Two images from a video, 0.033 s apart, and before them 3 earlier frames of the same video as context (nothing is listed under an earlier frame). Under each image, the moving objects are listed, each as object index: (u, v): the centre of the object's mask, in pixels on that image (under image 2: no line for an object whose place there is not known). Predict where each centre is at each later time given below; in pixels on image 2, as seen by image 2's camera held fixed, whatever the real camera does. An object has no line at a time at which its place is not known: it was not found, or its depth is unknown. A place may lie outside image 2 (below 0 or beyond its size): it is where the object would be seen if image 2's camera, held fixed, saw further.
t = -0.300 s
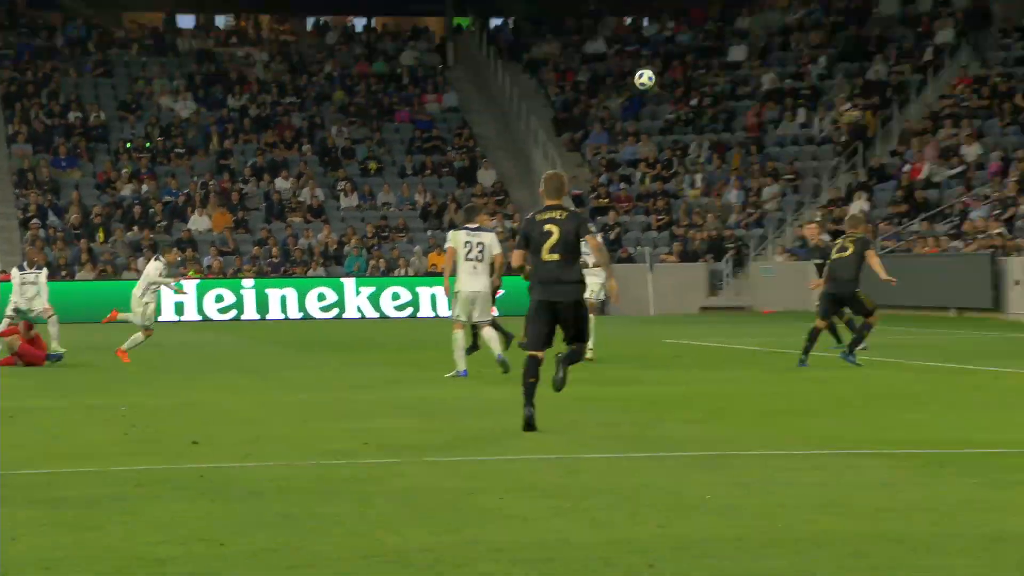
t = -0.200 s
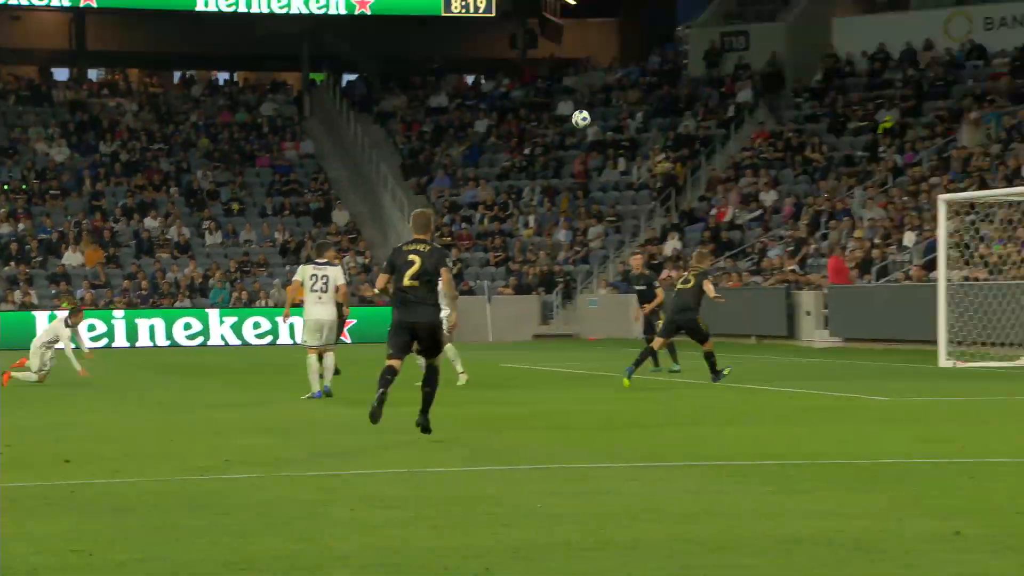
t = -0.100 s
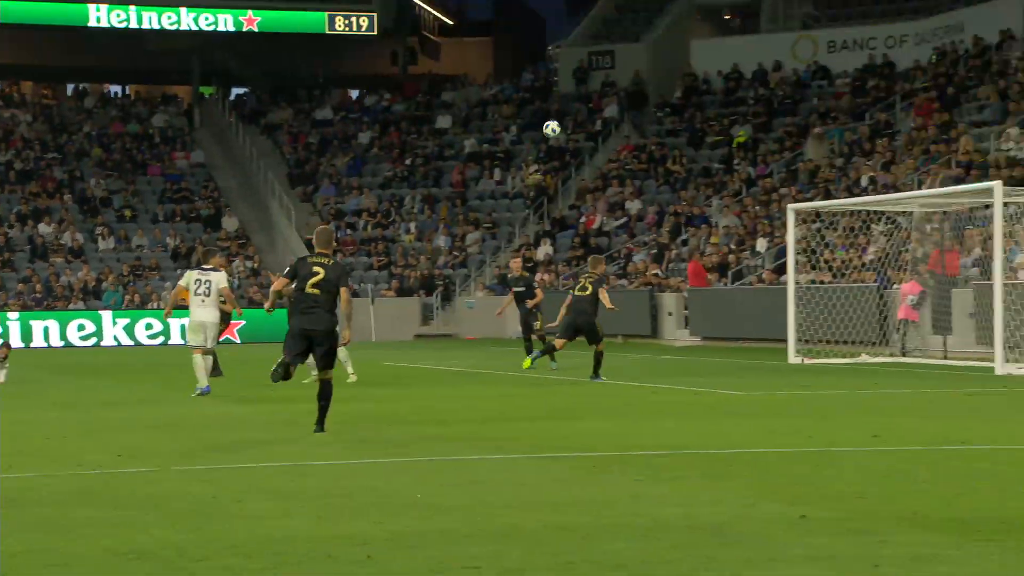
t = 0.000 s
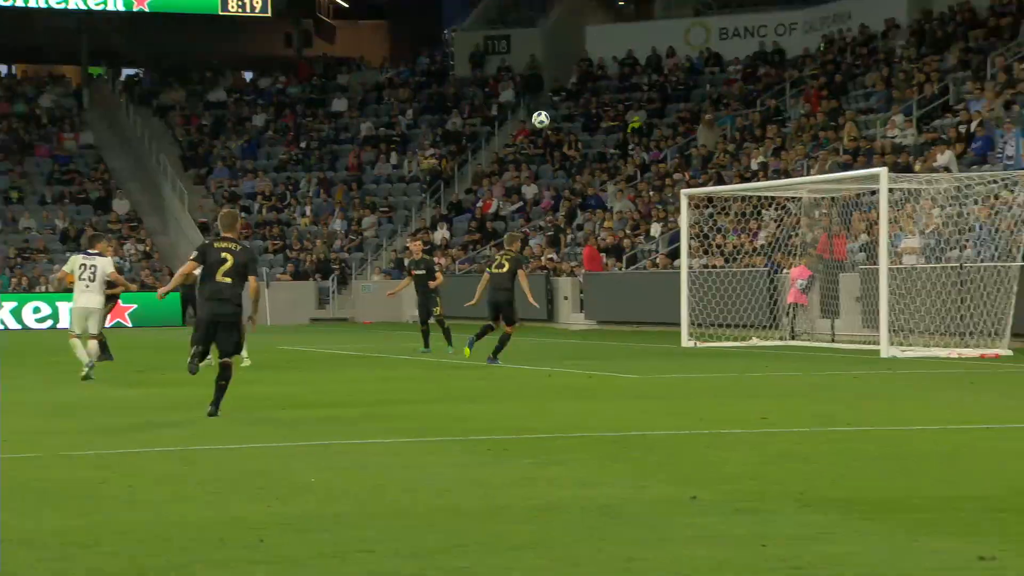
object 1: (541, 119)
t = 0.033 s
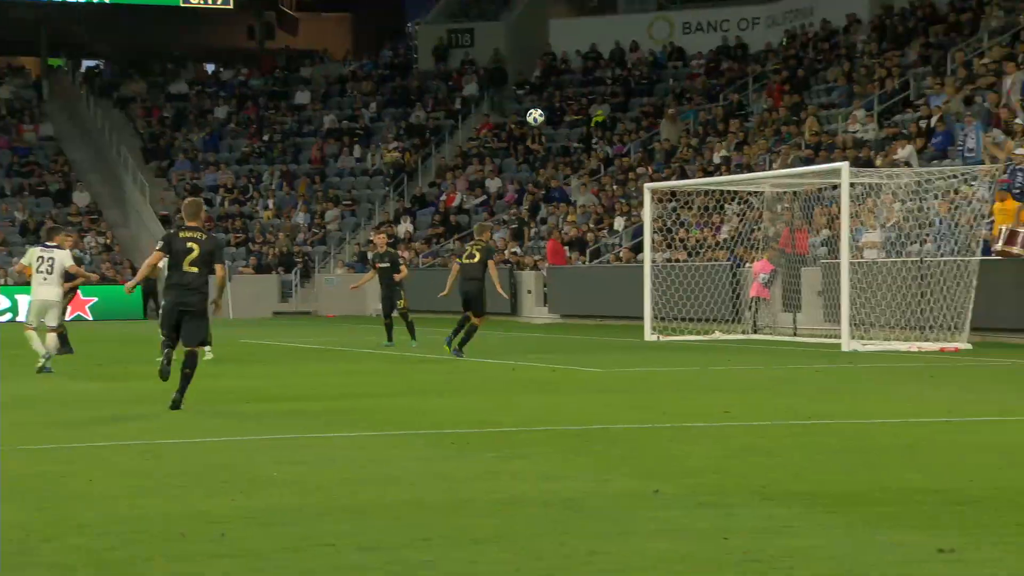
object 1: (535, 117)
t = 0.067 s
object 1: (563, 121)
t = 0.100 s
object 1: (591, 127)
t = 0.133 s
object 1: (619, 134)
